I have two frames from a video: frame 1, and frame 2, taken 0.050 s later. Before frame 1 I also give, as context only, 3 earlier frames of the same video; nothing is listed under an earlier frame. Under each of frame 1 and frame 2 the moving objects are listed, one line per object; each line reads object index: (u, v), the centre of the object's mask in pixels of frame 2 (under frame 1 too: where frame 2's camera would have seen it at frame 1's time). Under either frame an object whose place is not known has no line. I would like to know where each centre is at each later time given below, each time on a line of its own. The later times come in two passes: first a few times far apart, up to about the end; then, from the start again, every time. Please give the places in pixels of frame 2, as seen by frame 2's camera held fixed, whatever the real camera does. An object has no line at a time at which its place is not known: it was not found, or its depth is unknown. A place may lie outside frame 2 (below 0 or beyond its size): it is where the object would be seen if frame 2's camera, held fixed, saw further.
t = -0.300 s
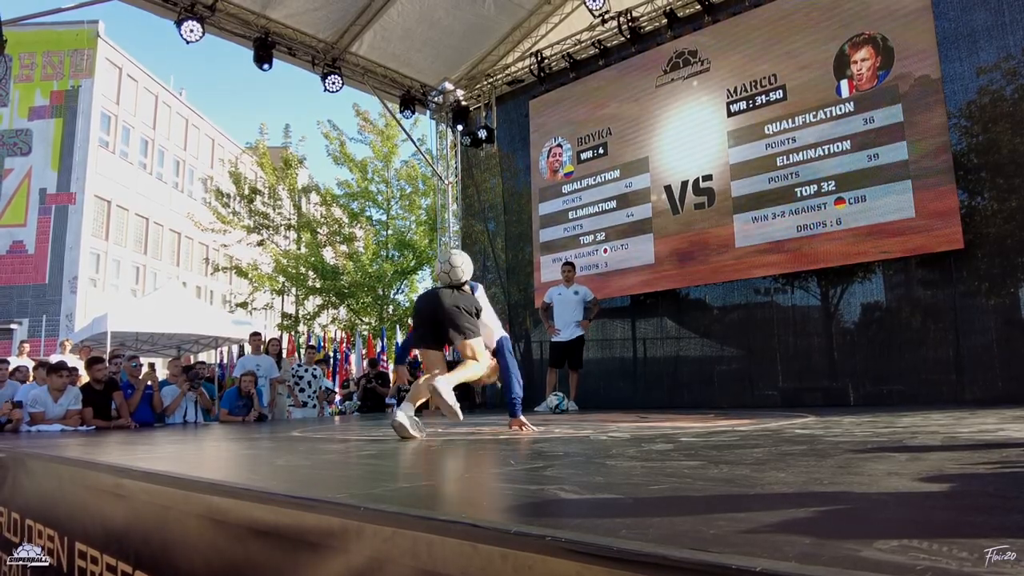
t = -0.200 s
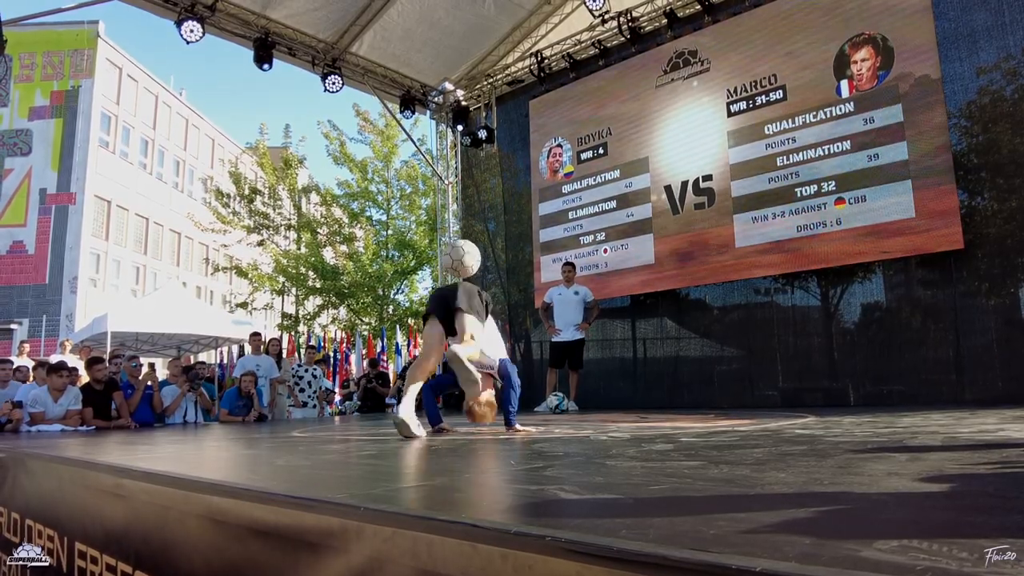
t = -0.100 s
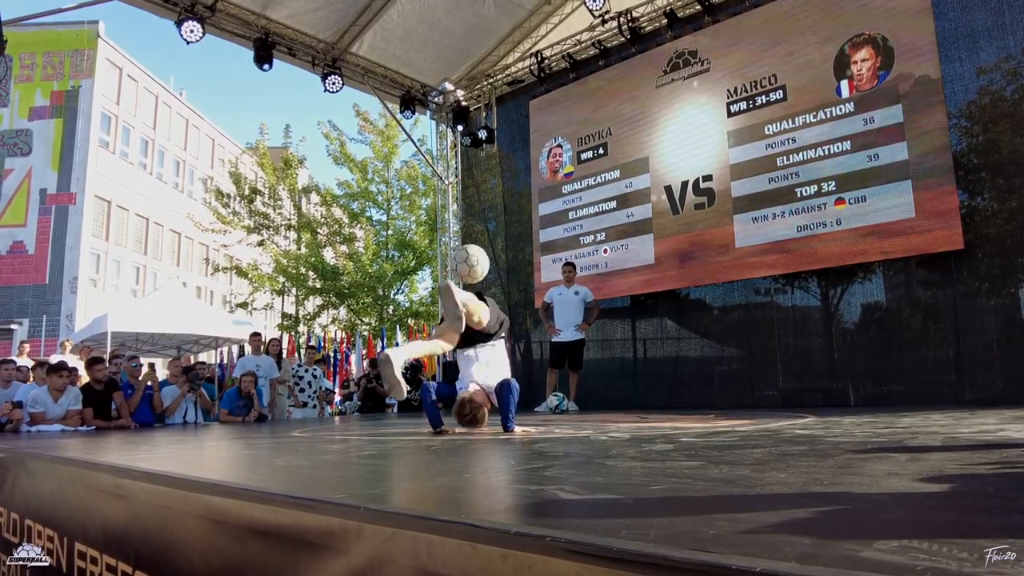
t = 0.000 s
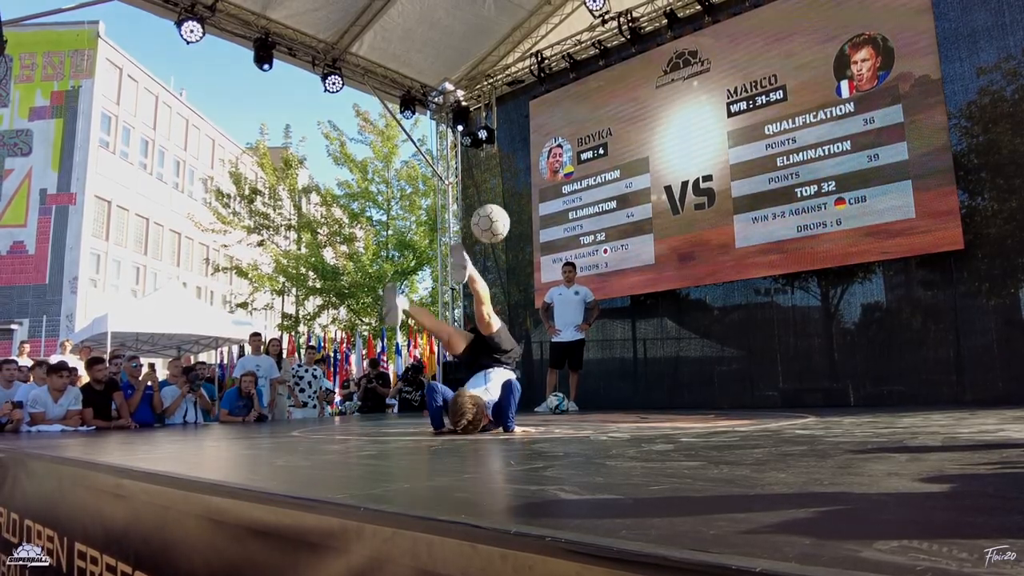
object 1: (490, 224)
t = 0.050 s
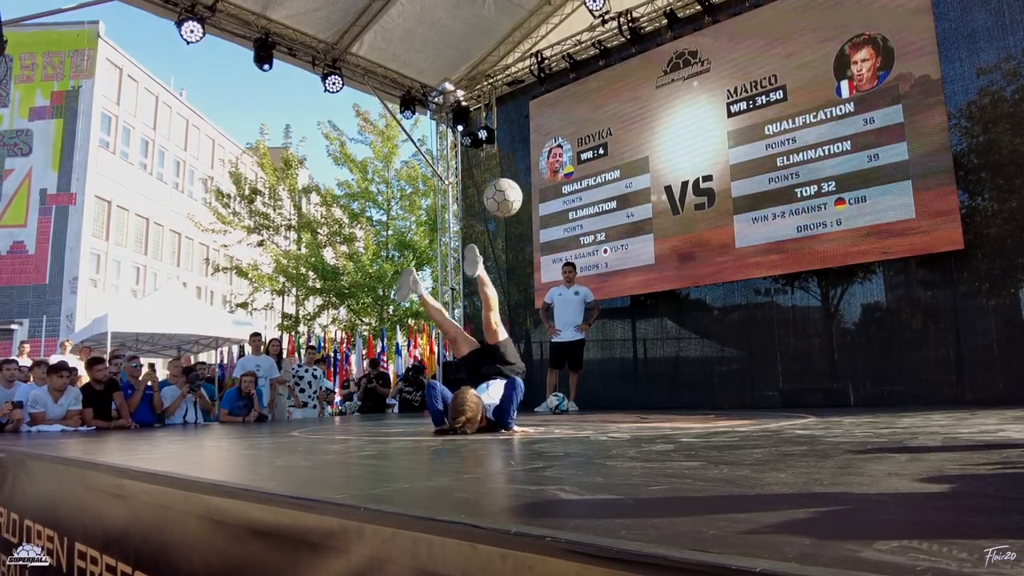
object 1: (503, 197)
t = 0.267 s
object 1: (556, 136)
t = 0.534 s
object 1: (621, 162)
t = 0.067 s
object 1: (507, 190)
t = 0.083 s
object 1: (511, 183)
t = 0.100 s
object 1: (515, 176)
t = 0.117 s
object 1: (519, 170)
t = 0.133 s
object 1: (524, 164)
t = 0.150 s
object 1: (527, 159)
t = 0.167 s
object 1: (532, 154)
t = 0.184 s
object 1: (536, 150)
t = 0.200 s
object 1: (540, 145)
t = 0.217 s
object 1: (544, 142)
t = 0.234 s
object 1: (549, 140)
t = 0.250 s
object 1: (553, 137)
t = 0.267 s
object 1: (556, 136)
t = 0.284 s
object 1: (560, 134)
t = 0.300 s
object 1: (564, 133)
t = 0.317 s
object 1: (569, 132)
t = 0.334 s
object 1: (573, 132)
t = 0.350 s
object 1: (577, 132)
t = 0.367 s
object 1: (581, 133)
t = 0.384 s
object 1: (584, 133)
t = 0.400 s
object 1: (589, 135)
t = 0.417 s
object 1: (593, 137)
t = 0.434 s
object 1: (596, 140)
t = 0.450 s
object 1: (601, 142)
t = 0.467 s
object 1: (604, 146)
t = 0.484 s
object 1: (608, 149)
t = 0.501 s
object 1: (612, 153)
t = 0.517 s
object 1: (617, 157)
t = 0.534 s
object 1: (621, 162)
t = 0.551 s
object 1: (624, 168)
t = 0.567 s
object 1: (630, 174)
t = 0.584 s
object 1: (633, 180)
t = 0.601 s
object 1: (637, 187)
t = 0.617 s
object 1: (641, 194)
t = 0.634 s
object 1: (645, 201)
